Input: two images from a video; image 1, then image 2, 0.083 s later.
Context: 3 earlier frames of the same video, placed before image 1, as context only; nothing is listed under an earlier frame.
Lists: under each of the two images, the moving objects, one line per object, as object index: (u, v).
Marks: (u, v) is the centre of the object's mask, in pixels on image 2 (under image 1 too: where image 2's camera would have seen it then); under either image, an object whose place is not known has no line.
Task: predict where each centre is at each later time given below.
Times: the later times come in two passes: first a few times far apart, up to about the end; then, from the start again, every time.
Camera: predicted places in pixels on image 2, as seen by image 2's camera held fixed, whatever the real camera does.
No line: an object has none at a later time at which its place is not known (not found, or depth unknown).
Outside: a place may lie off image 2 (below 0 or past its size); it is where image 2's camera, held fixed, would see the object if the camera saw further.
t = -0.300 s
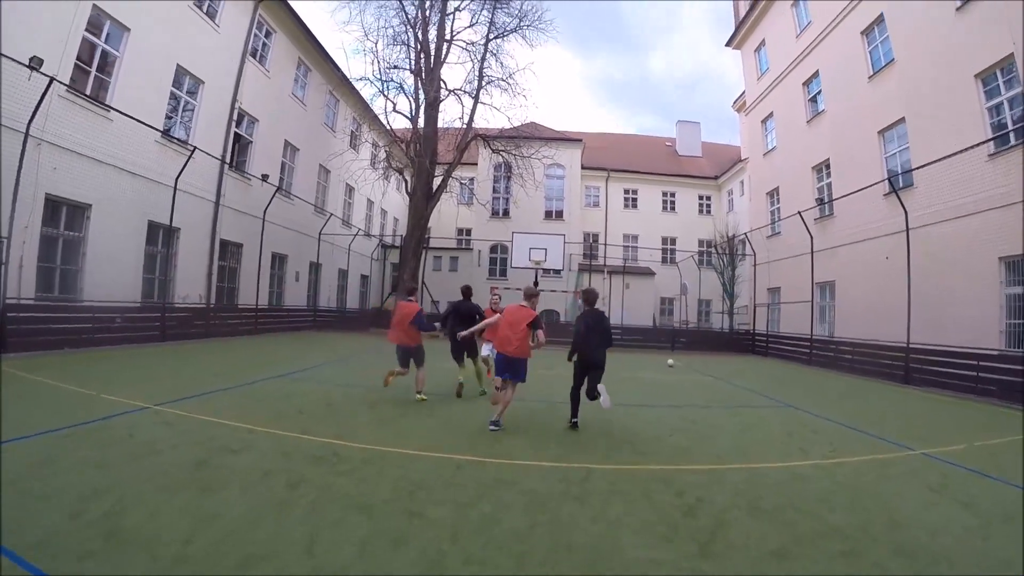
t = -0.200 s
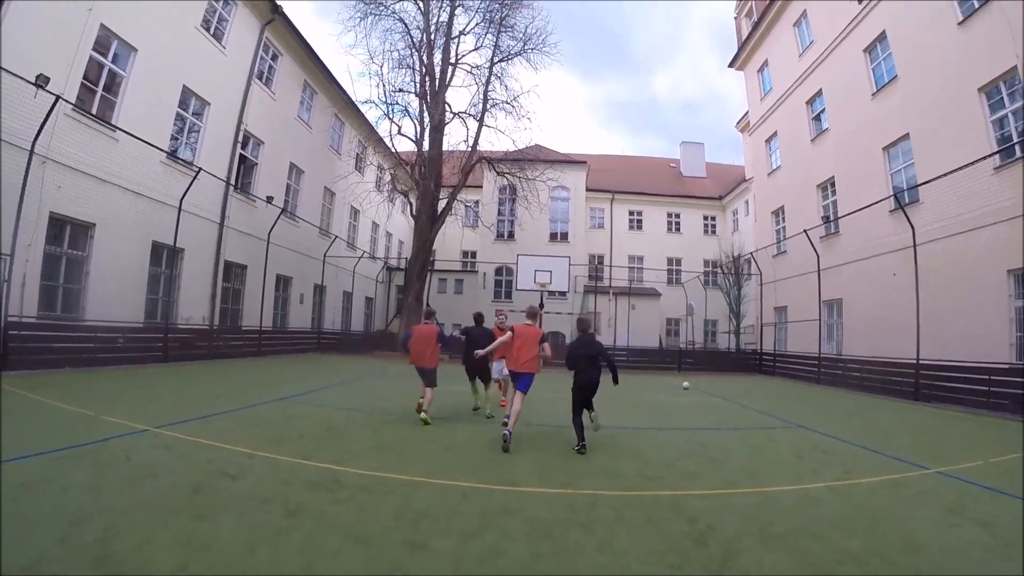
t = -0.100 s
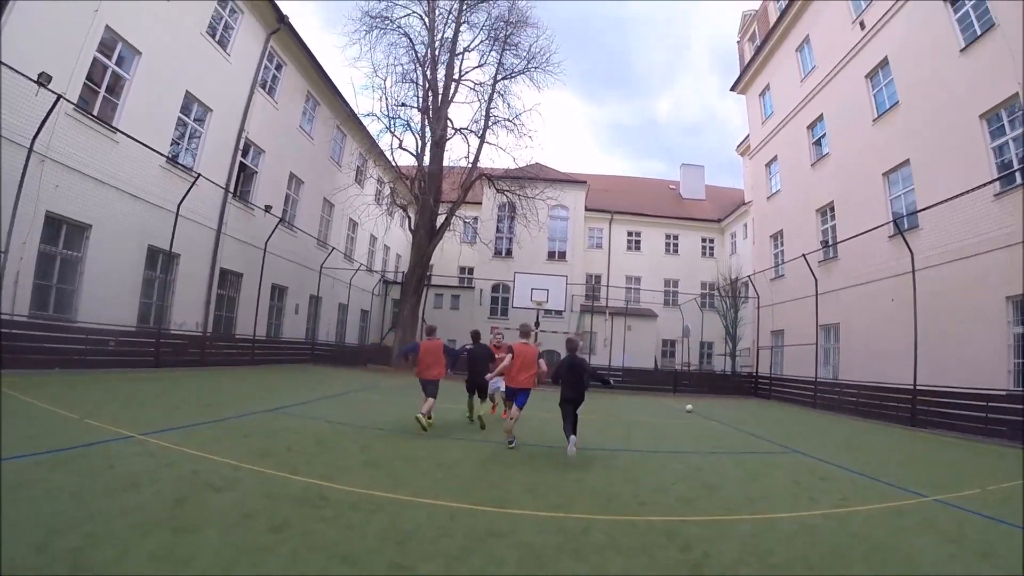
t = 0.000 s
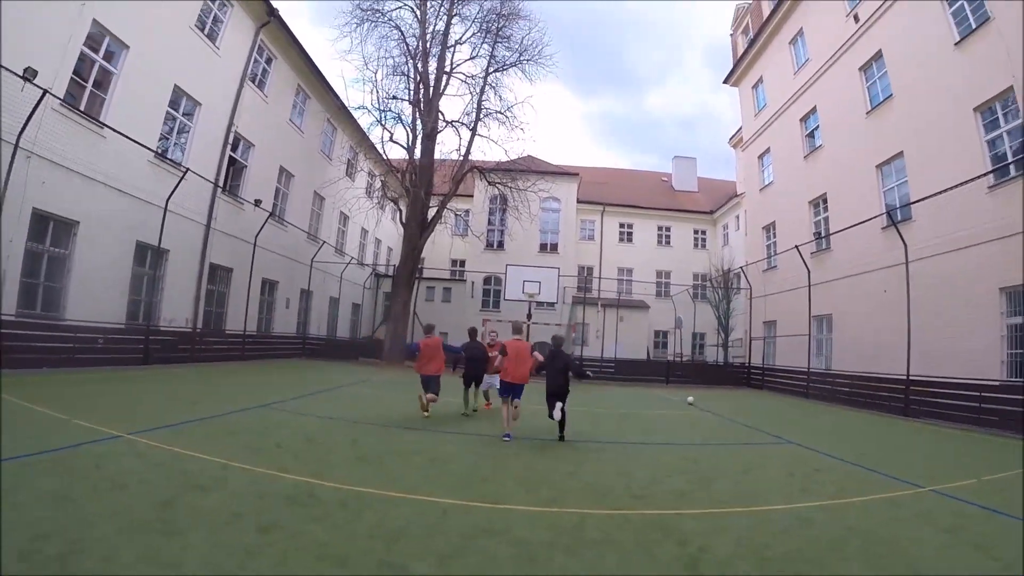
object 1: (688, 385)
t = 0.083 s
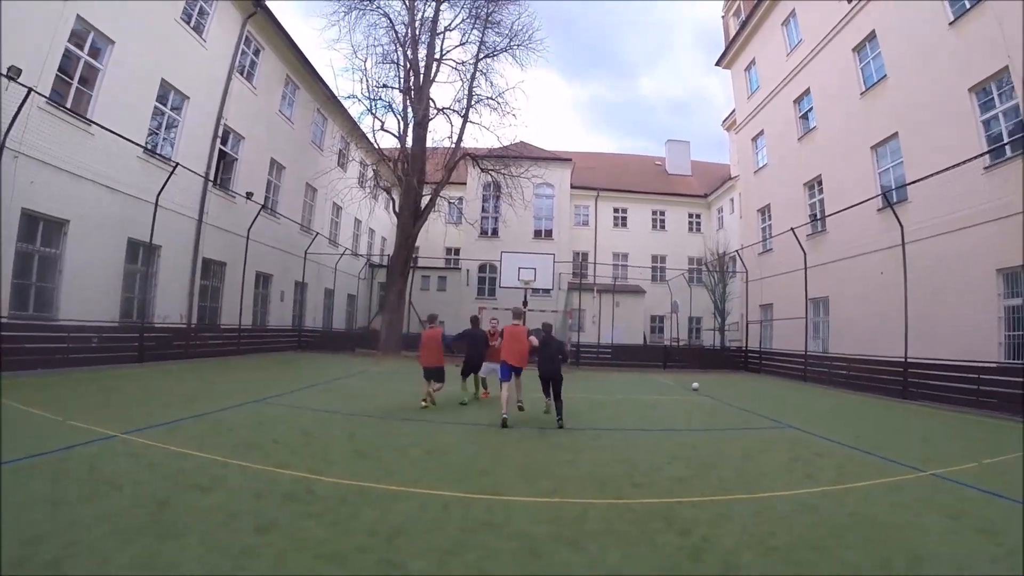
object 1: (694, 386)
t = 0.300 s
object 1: (712, 388)
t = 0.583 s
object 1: (739, 391)
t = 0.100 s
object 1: (696, 385)
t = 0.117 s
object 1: (697, 386)
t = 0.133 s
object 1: (698, 386)
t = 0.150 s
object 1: (699, 386)
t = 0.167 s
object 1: (700, 386)
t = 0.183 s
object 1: (702, 386)
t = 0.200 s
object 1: (703, 387)
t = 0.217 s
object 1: (705, 387)
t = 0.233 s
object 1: (706, 387)
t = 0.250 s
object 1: (708, 388)
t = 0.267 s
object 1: (709, 388)
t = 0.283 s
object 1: (711, 388)
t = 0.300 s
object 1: (712, 388)
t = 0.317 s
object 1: (714, 388)
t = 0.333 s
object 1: (715, 389)
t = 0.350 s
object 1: (717, 389)
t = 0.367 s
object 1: (718, 389)
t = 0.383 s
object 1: (720, 389)
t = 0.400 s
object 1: (721, 389)
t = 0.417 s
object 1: (723, 389)
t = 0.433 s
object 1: (724, 389)
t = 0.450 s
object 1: (726, 389)
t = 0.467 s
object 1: (728, 390)
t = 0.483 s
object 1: (729, 390)
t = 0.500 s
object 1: (730, 390)
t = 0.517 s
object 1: (732, 391)
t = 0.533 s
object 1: (734, 390)
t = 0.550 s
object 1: (736, 391)
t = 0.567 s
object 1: (737, 391)
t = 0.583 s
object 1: (739, 391)
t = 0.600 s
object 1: (740, 391)
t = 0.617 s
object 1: (742, 391)
